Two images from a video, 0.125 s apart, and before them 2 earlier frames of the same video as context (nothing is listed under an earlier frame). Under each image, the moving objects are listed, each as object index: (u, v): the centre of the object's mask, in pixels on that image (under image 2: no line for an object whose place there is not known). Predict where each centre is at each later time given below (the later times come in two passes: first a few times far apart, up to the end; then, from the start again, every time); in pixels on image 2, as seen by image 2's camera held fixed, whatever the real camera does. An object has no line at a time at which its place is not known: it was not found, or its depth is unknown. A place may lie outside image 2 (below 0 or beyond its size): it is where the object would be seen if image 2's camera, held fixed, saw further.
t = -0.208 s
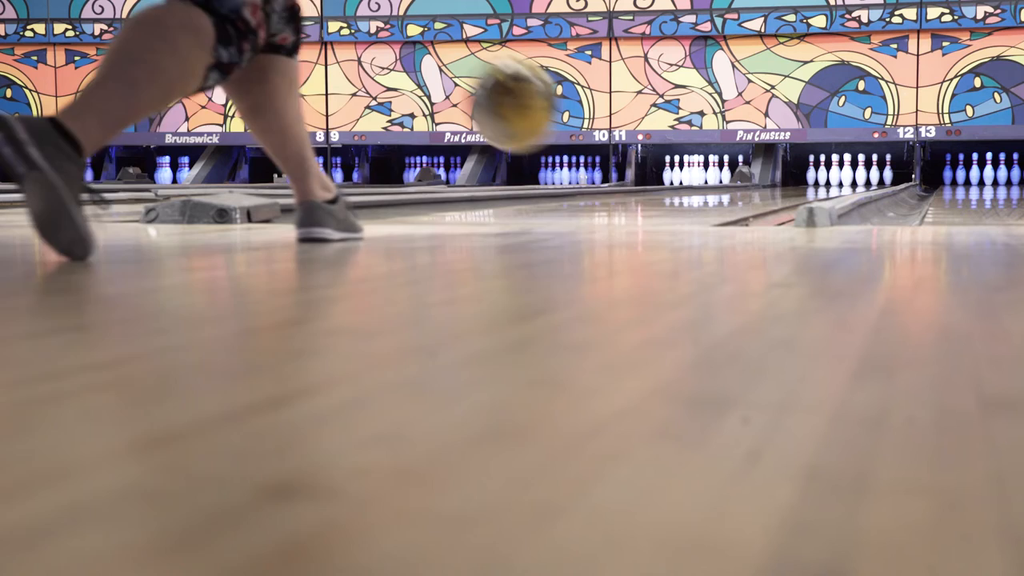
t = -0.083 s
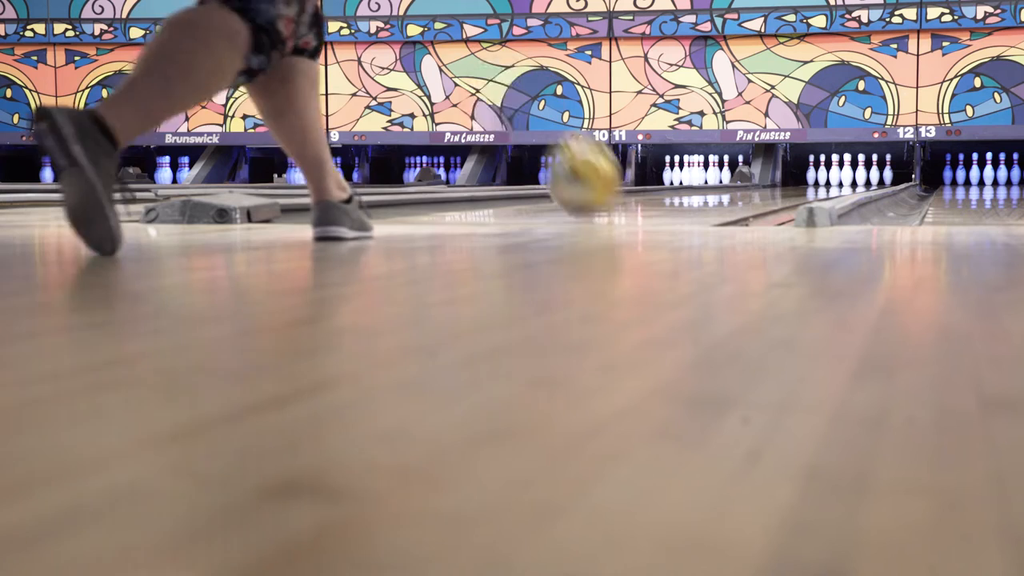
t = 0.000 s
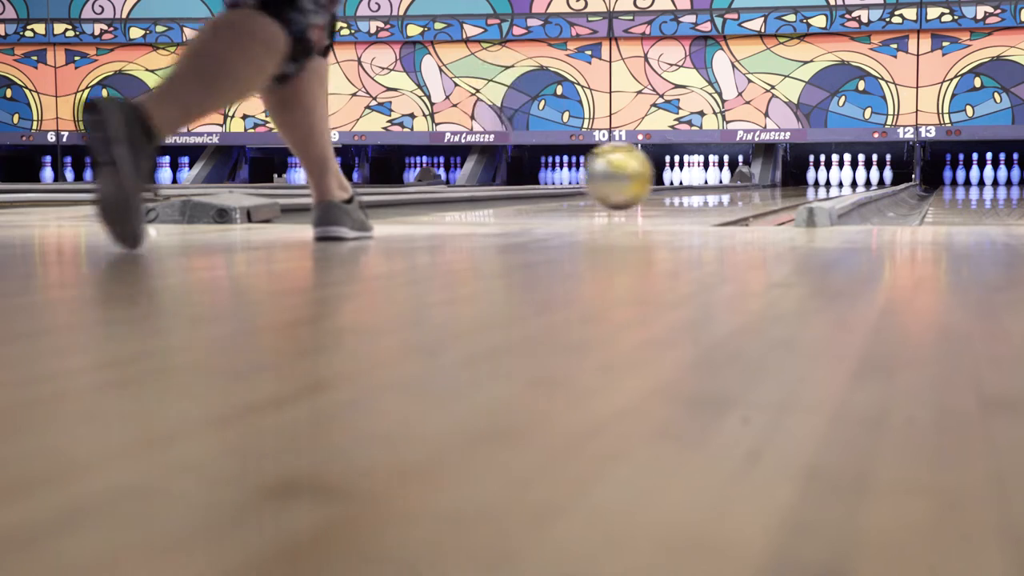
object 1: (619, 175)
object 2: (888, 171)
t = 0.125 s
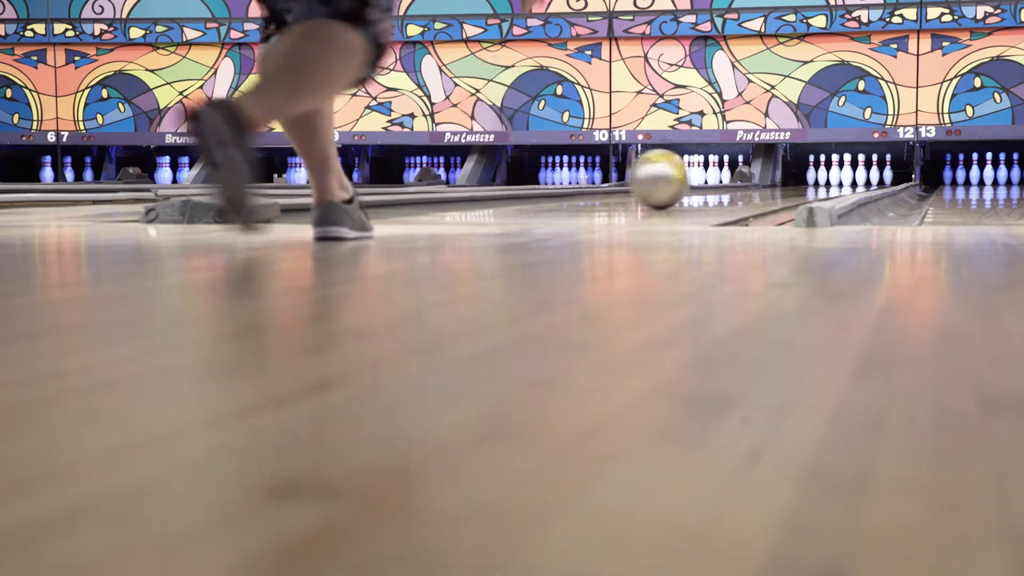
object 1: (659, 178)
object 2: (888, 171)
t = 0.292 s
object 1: (700, 176)
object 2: (888, 171)
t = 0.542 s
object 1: (742, 177)
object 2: (888, 171)
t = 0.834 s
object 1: (778, 177)
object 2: (888, 171)
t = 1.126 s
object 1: (800, 177)
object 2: (888, 171)
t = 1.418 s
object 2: (888, 171)
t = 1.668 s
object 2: (888, 171)
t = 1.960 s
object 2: (888, 171)
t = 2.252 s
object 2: (888, 171)
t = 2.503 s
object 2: (888, 171)
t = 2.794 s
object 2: (907, 171)
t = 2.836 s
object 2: (907, 173)
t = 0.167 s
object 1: (670, 178)
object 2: (888, 171)
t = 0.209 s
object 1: (680, 177)
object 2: (888, 171)
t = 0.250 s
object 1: (691, 177)
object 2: (888, 171)
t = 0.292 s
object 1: (700, 176)
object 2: (888, 171)
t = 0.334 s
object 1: (709, 176)
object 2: (888, 171)
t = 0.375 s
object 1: (717, 177)
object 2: (888, 171)
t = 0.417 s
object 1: (725, 177)
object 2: (888, 171)
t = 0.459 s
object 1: (731, 177)
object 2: (888, 171)
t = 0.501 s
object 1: (737, 177)
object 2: (888, 171)
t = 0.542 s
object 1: (742, 177)
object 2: (888, 171)
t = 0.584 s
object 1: (748, 177)
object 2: (888, 171)
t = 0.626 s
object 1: (754, 177)
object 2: (888, 171)
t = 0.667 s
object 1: (759, 177)
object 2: (888, 171)
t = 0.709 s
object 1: (765, 177)
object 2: (888, 171)
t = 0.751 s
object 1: (769, 177)
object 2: (888, 171)
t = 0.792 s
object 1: (774, 177)
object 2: (888, 171)
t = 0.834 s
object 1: (778, 177)
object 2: (888, 171)
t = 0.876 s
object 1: (781, 177)
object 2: (888, 171)
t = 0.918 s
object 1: (785, 178)
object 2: (888, 171)
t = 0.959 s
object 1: (788, 177)
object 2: (888, 171)
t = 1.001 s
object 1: (791, 177)
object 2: (888, 171)
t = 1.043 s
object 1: (794, 177)
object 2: (888, 171)
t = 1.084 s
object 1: (797, 177)
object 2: (888, 171)
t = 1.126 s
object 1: (800, 177)
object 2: (888, 171)
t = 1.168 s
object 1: (803, 177)
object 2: (888, 171)
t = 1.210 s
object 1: (805, 177)
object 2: (888, 171)
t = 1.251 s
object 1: (808, 177)
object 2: (888, 171)
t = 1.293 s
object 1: (810, 177)
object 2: (888, 171)
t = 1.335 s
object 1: (813, 177)
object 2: (888, 171)
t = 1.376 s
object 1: (815, 177)
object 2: (888, 171)
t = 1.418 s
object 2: (888, 171)
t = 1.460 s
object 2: (888, 171)
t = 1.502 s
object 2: (888, 171)
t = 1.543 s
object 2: (888, 171)
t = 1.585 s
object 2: (888, 171)
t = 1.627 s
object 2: (888, 171)
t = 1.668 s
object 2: (888, 171)
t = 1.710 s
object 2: (888, 171)
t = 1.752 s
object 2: (888, 171)
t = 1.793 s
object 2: (888, 171)
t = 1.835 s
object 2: (888, 171)
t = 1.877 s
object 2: (888, 171)
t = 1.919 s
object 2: (888, 171)
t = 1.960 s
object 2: (888, 171)
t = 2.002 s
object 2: (888, 171)
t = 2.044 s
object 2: (888, 171)
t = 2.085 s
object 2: (888, 171)
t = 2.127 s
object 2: (888, 171)
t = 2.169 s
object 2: (888, 171)
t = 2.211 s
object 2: (888, 171)
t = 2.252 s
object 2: (888, 171)
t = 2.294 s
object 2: (888, 171)
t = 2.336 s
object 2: (888, 171)
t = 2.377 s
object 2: (888, 171)
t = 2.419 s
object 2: (888, 171)
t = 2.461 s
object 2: (888, 171)
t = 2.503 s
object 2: (888, 171)
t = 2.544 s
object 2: (888, 171)
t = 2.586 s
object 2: (888, 171)
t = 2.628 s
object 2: (888, 171)
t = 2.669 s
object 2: (888, 171)
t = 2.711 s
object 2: (894, 170)
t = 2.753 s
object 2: (900, 170)
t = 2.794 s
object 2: (907, 171)
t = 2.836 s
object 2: (907, 173)
